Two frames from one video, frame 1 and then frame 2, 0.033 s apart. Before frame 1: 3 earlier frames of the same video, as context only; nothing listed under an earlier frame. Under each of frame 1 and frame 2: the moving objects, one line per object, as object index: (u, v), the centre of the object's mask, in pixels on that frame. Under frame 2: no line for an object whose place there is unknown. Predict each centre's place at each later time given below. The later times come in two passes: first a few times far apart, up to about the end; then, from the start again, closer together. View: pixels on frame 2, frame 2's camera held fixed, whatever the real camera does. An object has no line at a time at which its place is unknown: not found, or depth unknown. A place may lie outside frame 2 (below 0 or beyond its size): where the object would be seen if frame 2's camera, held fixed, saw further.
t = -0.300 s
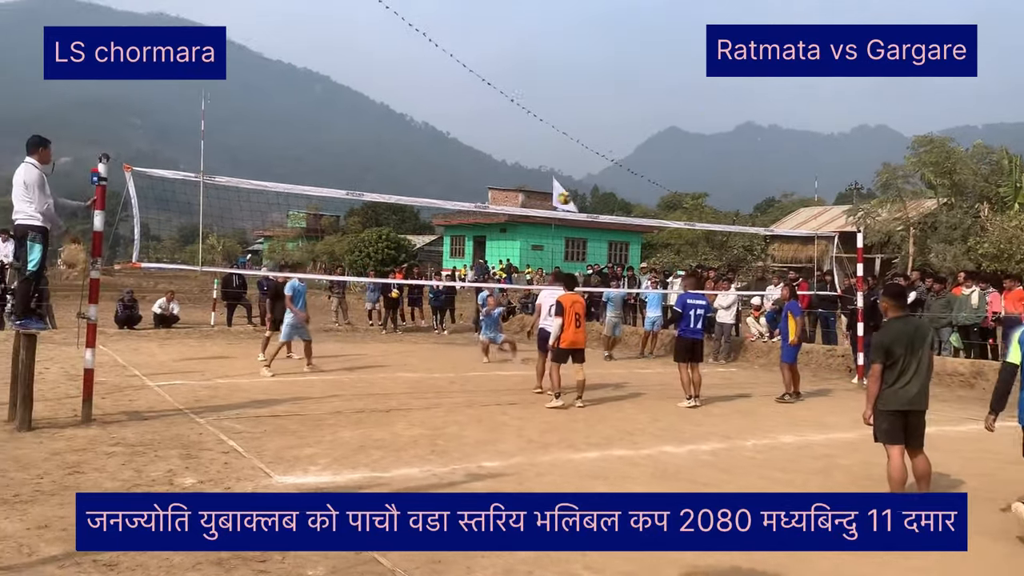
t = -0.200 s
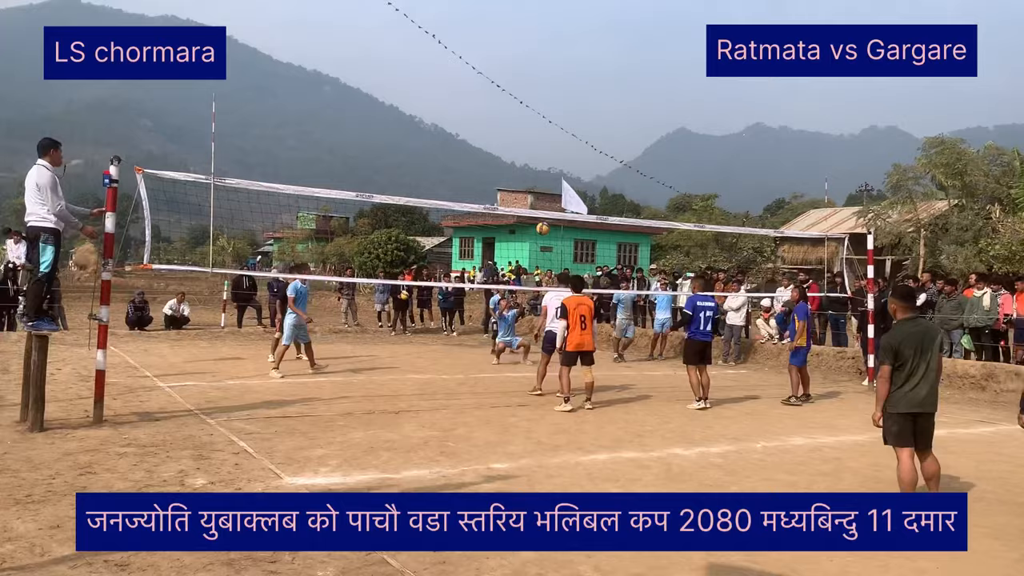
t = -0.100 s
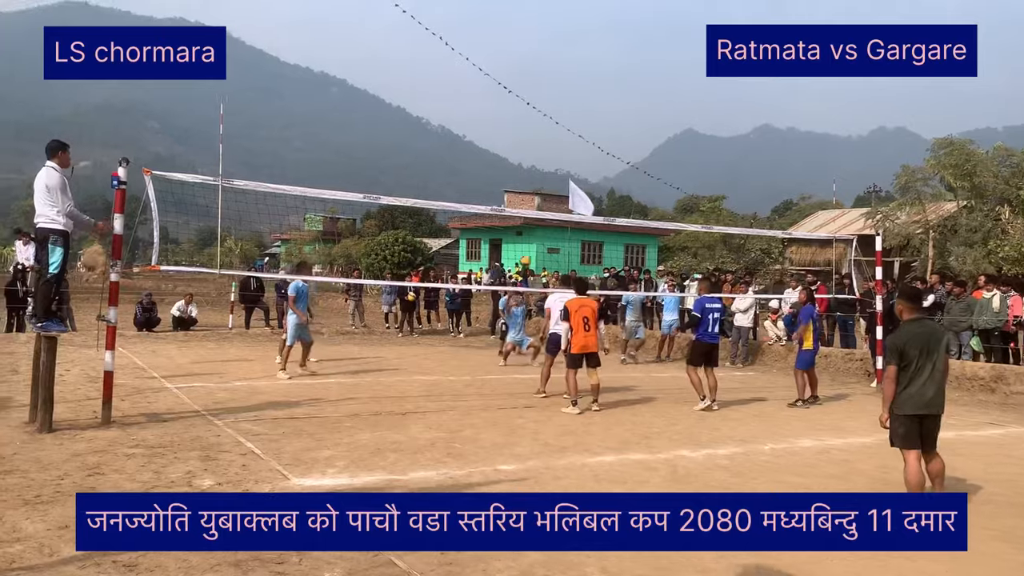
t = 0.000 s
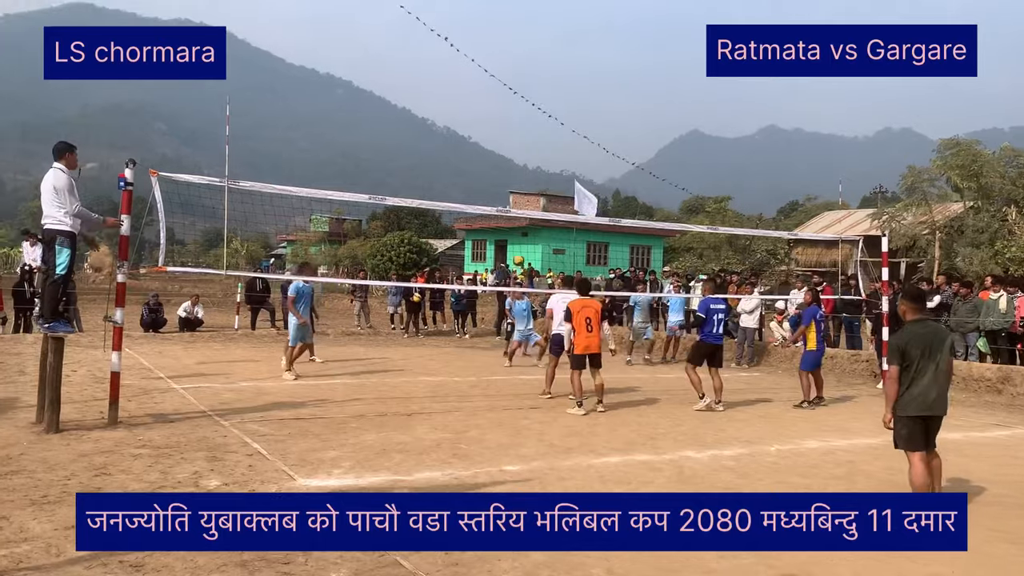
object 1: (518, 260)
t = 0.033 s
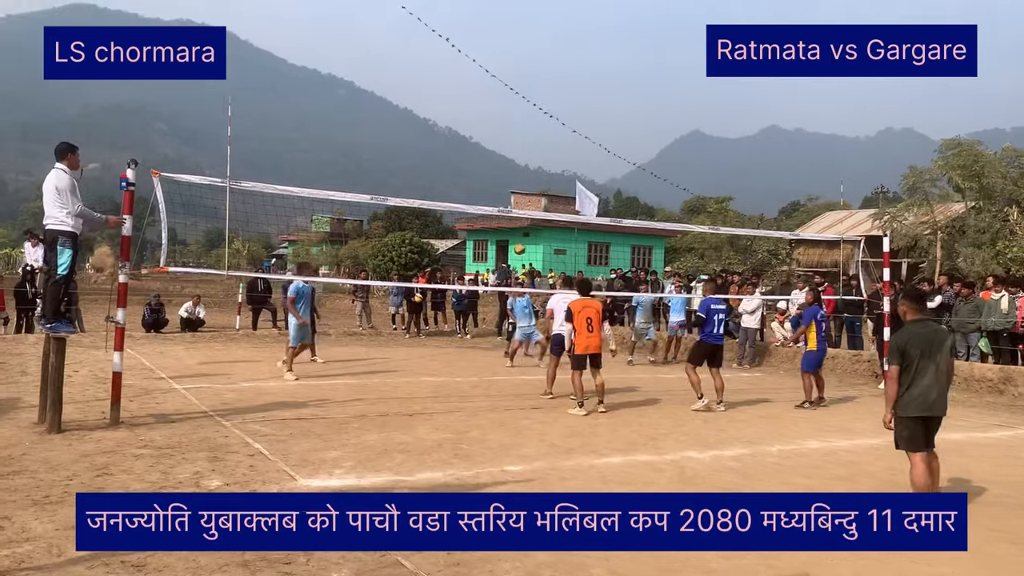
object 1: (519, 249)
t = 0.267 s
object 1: (518, 182)
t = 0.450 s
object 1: (517, 150)
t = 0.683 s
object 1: (513, 138)
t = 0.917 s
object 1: (508, 159)
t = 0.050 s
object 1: (519, 243)
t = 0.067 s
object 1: (518, 237)
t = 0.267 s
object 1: (518, 182)
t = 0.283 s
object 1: (518, 178)
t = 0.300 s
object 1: (518, 175)
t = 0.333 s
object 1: (518, 168)
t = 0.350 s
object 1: (518, 165)
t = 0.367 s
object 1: (518, 162)
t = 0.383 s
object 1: (518, 159)
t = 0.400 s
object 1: (517, 157)
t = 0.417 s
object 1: (517, 155)
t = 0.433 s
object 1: (517, 152)
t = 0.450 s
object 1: (517, 150)
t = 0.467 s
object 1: (516, 148)
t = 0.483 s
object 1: (516, 146)
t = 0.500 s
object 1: (516, 145)
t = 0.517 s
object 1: (515, 143)
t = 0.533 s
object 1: (515, 142)
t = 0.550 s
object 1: (515, 141)
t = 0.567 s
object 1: (514, 140)
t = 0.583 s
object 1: (514, 139)
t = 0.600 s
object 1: (514, 138)
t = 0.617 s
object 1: (514, 138)
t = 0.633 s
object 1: (513, 138)
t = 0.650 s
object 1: (513, 138)
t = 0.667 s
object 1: (513, 137)
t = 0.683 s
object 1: (513, 138)
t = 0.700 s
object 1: (512, 138)
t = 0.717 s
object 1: (512, 139)
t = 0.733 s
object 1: (512, 140)
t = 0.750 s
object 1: (512, 140)
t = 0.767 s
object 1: (511, 141)
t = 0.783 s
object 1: (511, 143)
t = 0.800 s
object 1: (510, 144)
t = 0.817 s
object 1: (510, 146)
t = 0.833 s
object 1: (510, 148)
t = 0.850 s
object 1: (509, 150)
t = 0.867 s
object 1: (509, 152)
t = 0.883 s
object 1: (509, 154)
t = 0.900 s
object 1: (508, 157)
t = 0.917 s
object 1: (508, 159)
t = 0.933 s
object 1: (507, 162)
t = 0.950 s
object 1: (506, 165)
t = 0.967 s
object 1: (506, 169)
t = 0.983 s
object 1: (506, 173)
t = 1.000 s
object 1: (505, 176)
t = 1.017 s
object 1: (505, 181)
